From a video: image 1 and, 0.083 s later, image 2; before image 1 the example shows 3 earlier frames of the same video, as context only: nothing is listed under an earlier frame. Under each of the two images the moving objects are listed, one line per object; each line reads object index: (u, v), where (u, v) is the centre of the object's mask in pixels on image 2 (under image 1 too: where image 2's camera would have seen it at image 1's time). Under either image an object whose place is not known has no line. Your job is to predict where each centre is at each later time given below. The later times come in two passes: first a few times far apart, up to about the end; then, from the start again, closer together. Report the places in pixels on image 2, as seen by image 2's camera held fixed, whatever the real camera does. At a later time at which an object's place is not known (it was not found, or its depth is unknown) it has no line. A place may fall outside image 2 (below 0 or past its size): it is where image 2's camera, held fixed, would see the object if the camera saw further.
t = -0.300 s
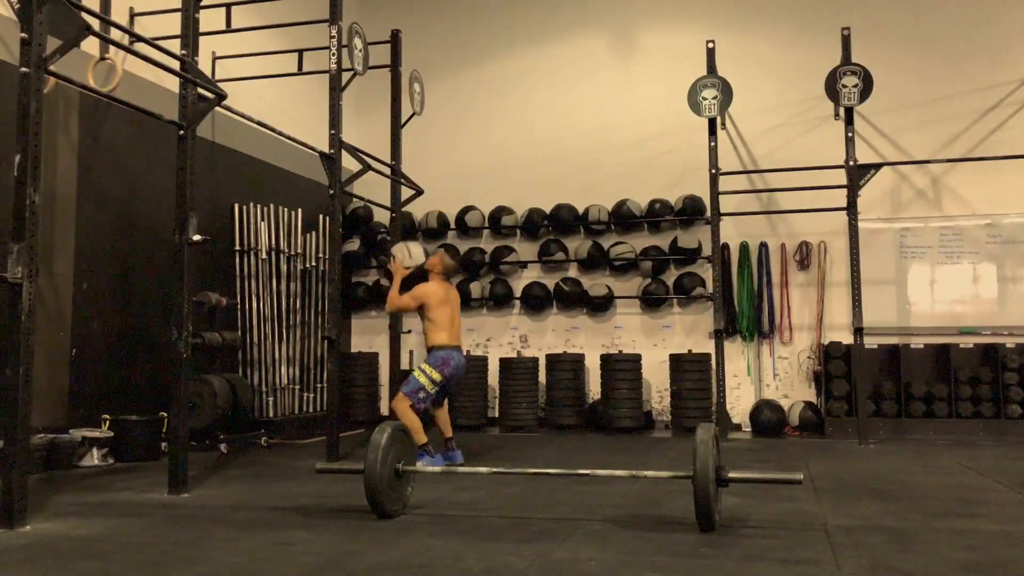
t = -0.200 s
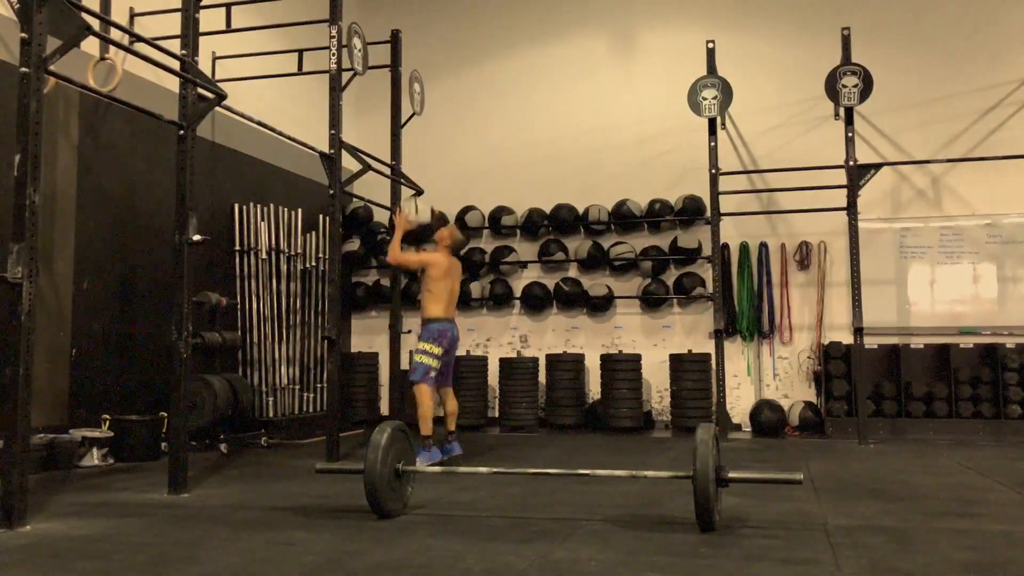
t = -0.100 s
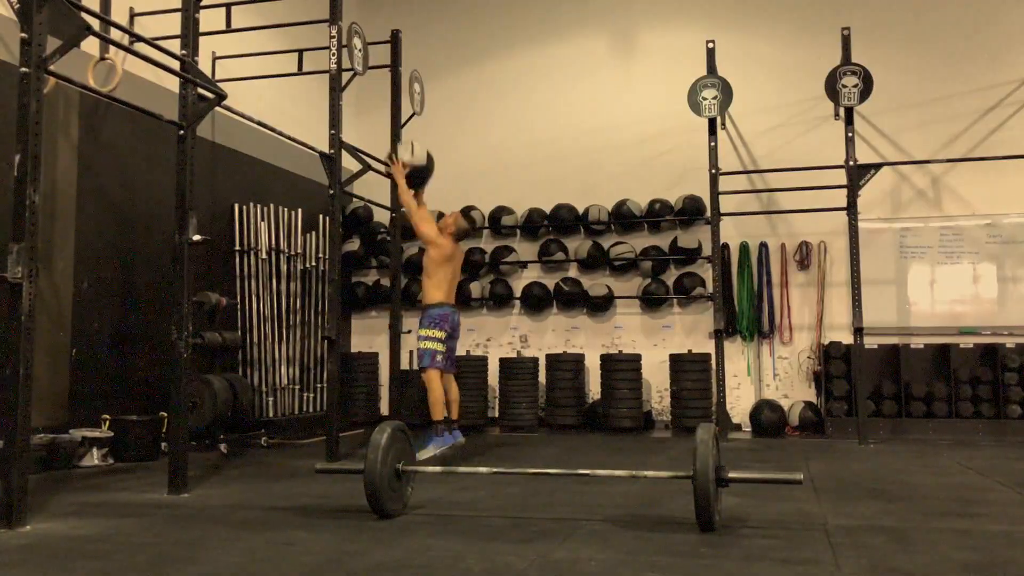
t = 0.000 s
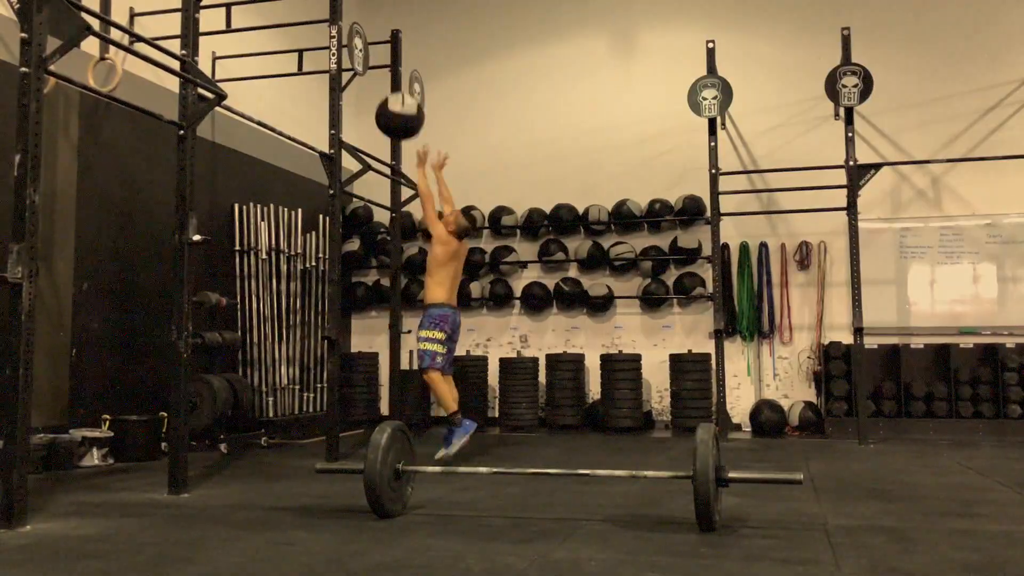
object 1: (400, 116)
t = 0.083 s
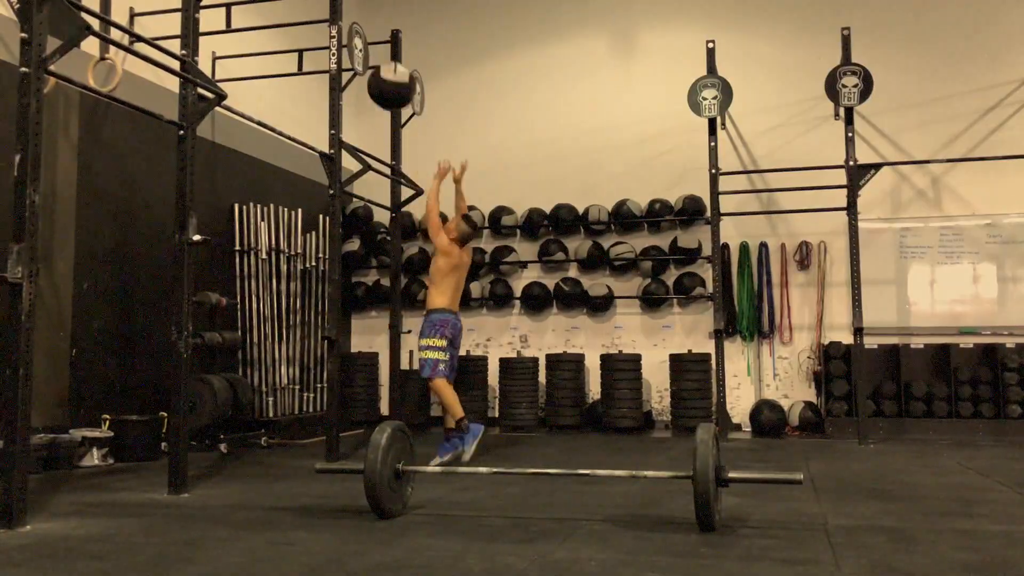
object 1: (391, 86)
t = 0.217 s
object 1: (379, 57)
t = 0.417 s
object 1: (385, 55)
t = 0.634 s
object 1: (400, 110)
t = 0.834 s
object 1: (415, 216)
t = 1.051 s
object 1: (430, 396)
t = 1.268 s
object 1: (439, 403)
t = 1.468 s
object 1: (447, 389)
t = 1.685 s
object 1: (455, 438)
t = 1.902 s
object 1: (455, 435)
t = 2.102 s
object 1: (453, 441)
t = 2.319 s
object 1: (451, 442)
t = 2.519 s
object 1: (451, 442)
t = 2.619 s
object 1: (450, 442)
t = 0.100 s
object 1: (389, 81)
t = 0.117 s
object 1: (388, 77)
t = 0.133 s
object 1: (386, 72)
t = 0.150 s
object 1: (385, 69)
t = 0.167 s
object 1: (384, 65)
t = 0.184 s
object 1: (382, 62)
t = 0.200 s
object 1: (380, 59)
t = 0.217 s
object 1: (379, 57)
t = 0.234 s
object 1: (377, 55)
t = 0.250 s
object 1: (375, 54)
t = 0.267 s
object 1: (375, 53)
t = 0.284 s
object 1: (375, 52)
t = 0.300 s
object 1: (376, 52)
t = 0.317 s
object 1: (377, 51)
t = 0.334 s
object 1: (378, 51)
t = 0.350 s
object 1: (380, 51)
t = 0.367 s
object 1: (381, 52)
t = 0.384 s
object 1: (383, 52)
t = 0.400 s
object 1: (384, 54)
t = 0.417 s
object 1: (385, 55)
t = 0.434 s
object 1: (386, 57)
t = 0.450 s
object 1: (387, 60)
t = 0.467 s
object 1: (388, 62)
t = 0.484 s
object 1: (389, 65)
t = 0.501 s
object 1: (391, 69)
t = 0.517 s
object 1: (392, 72)
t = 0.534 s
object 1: (393, 77)
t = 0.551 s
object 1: (394, 81)
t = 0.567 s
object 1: (395, 86)
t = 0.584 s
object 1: (396, 91)
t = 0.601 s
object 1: (397, 97)
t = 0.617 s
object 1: (399, 103)
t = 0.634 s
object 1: (400, 110)
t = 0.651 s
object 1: (402, 116)
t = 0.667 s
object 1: (403, 123)
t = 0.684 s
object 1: (404, 131)
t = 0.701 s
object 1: (406, 138)
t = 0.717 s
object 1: (407, 147)
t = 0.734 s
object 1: (408, 156)
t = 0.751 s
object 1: (409, 164)
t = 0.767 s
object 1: (410, 173)
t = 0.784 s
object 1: (412, 184)
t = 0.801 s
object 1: (412, 194)
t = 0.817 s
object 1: (414, 203)
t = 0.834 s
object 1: (415, 216)
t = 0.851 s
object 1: (417, 226)
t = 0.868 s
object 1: (416, 235)
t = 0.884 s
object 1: (419, 250)
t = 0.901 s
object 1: (420, 260)
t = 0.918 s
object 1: (421, 273)
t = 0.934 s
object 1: (422, 287)
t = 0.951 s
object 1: (424, 301)
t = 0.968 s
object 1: (425, 315)
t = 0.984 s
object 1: (426, 330)
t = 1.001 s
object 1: (427, 347)
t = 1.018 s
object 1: (428, 362)
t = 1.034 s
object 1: (429, 377)
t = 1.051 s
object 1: (430, 396)
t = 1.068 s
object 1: (431, 410)
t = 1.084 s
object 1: (432, 427)
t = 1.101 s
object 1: (435, 443)
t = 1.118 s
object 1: (436, 444)
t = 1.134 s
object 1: (436, 440)
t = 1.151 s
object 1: (436, 435)
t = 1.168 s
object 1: (436, 428)
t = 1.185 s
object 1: (436, 424)
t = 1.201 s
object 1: (437, 419)
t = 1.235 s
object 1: (438, 410)
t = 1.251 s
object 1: (439, 406)
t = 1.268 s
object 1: (439, 403)
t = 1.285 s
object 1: (441, 399)
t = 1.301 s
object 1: (441, 398)
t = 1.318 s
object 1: (443, 395)
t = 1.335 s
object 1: (444, 392)
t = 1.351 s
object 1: (444, 390)
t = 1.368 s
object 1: (445, 389)
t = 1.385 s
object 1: (445, 389)
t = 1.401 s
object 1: (445, 389)
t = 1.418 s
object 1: (446, 388)
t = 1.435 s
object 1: (447, 388)
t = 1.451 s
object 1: (447, 388)
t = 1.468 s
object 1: (447, 389)
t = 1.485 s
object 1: (446, 390)
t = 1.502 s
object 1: (449, 393)
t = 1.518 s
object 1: (450, 396)
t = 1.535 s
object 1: (449, 397)
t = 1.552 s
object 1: (450, 400)
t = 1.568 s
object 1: (451, 403)
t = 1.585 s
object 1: (452, 407)
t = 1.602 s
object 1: (453, 411)
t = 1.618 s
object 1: (453, 415)
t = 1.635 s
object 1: (453, 420)
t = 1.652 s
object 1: (454, 426)
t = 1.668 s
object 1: (454, 431)
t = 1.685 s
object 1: (455, 438)
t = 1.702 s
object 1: (455, 442)
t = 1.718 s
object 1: (455, 444)
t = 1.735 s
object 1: (455, 443)
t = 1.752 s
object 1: (456, 441)
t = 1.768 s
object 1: (456, 440)
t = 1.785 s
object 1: (456, 437)
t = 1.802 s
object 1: (456, 436)
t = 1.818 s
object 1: (455, 435)
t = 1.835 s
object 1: (456, 434)
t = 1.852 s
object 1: (456, 434)
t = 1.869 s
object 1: (456, 434)
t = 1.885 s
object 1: (455, 434)
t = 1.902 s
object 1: (455, 435)
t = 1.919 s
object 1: (455, 436)
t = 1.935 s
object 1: (455, 438)
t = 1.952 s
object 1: (455, 439)
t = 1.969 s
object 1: (455, 441)
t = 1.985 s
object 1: (455, 442)
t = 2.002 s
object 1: (454, 442)
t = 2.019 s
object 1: (454, 442)
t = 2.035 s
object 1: (454, 441)
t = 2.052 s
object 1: (454, 441)
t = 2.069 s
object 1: (454, 441)
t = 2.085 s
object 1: (453, 441)
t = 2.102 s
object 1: (453, 441)
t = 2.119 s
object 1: (453, 441)
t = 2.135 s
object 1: (452, 442)
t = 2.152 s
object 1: (452, 442)
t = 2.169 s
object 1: (452, 442)
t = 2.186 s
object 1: (451, 441)
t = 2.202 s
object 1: (451, 441)
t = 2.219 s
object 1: (451, 442)
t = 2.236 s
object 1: (451, 441)
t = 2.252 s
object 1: (451, 441)
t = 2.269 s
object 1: (451, 441)
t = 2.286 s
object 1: (451, 441)
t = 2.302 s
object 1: (451, 442)
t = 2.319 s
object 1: (451, 442)
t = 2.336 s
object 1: (451, 441)
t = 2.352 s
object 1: (451, 442)
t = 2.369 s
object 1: (451, 442)
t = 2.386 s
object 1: (451, 442)
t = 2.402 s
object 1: (451, 442)
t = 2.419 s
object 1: (451, 442)
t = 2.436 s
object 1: (451, 442)
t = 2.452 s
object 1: (452, 442)
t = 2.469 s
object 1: (451, 441)
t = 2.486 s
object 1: (452, 442)
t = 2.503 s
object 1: (452, 441)
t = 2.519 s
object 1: (451, 442)
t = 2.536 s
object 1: (451, 442)
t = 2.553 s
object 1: (451, 442)
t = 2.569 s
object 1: (450, 442)
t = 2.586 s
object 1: (450, 442)
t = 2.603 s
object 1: (450, 442)
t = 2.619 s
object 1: (450, 442)
